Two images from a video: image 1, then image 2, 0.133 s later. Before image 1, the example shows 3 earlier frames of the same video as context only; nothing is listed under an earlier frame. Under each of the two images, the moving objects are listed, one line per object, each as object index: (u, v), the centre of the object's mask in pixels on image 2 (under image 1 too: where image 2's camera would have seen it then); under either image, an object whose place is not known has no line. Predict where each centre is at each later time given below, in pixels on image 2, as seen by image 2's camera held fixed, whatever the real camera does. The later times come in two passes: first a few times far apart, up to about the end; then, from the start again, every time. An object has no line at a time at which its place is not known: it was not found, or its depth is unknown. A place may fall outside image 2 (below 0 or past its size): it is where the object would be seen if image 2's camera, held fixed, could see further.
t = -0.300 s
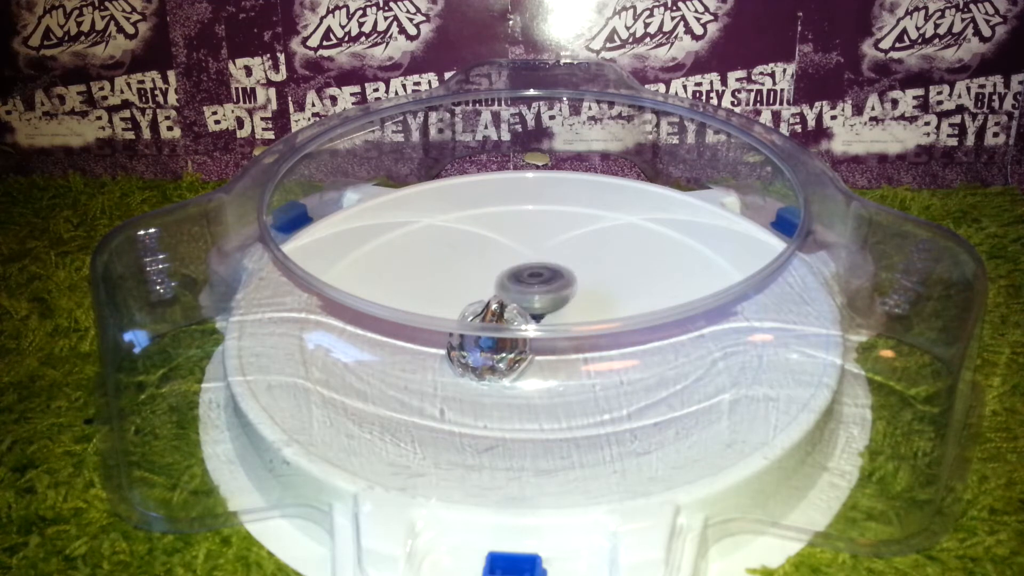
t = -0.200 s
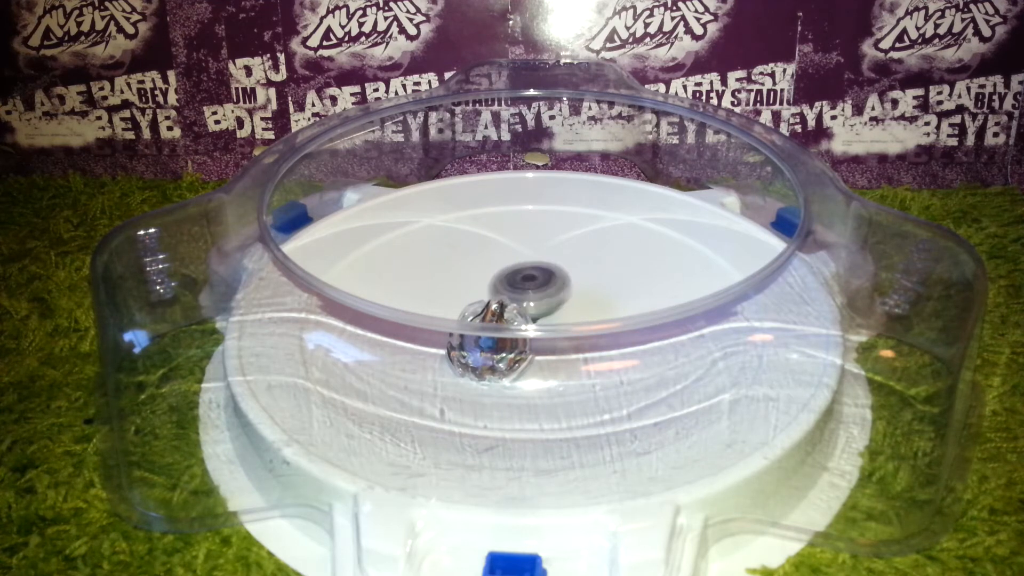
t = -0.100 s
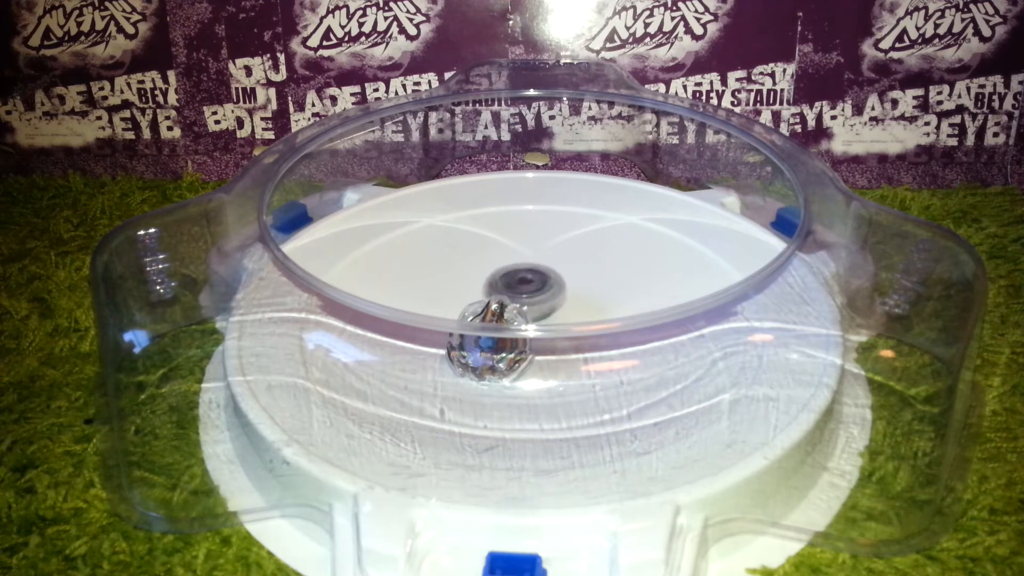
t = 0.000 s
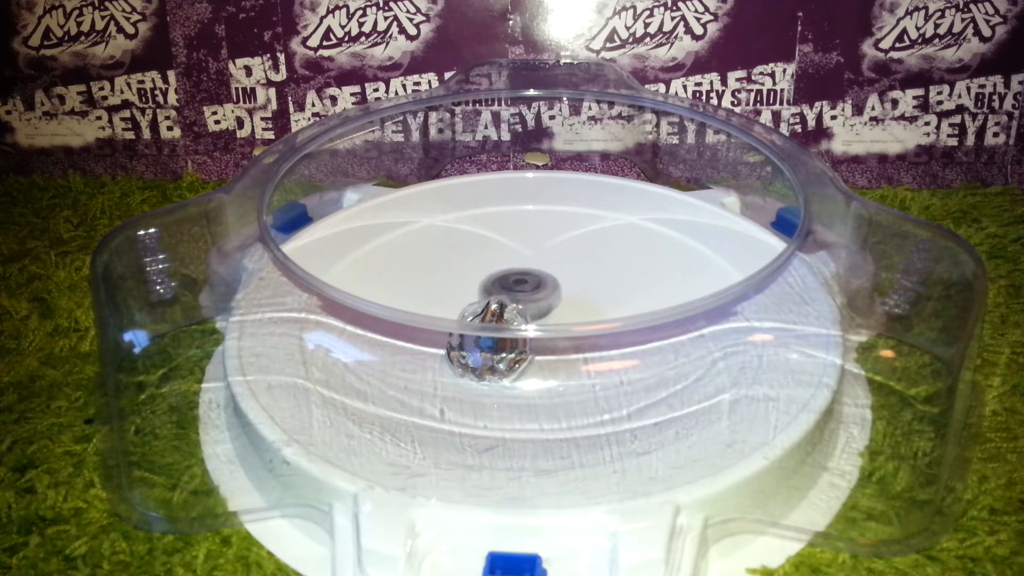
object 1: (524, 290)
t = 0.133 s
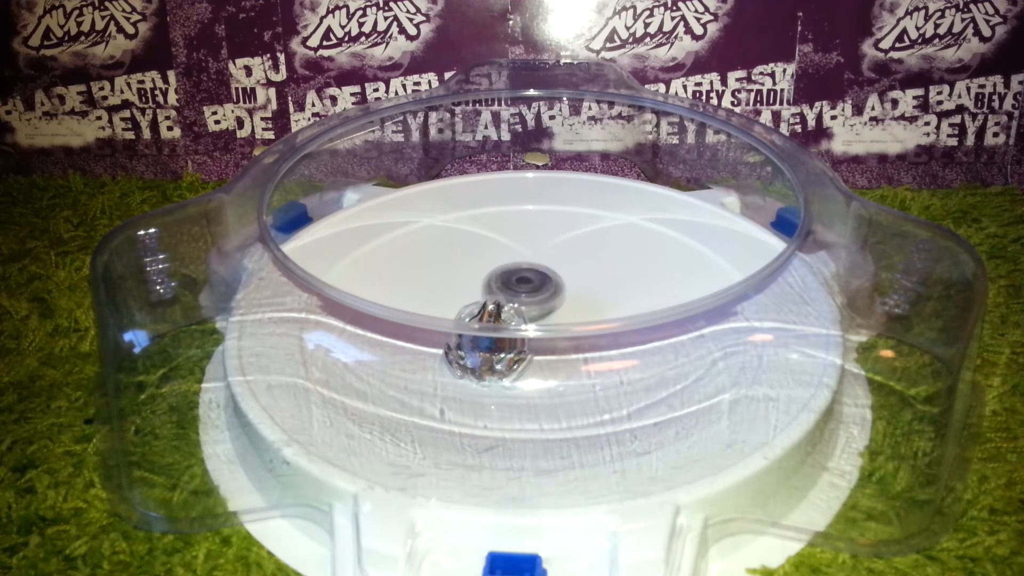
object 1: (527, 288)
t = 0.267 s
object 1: (532, 287)
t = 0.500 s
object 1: (537, 293)
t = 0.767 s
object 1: (541, 297)
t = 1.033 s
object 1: (544, 296)
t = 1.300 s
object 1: (539, 297)
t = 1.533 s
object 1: (553, 296)
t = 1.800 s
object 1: (546, 305)
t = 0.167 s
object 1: (528, 287)
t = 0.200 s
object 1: (530, 287)
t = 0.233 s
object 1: (531, 287)
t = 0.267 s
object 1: (532, 287)
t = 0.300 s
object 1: (532, 286)
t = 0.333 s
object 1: (533, 287)
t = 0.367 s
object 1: (535, 289)
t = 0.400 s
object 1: (536, 289)
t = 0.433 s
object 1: (536, 290)
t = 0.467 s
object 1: (537, 291)
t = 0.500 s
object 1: (537, 293)
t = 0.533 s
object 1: (537, 294)
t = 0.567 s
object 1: (537, 295)
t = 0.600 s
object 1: (536, 296)
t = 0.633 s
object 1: (536, 296)
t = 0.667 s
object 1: (537, 297)
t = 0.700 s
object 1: (538, 297)
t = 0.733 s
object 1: (539, 297)
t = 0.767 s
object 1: (541, 297)
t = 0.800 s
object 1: (542, 297)
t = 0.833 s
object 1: (543, 297)
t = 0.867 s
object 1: (543, 297)
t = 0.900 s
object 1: (544, 297)
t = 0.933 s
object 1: (544, 296)
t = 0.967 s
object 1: (543, 296)
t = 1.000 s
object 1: (544, 296)
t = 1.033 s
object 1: (544, 296)
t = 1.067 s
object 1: (543, 296)
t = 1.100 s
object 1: (542, 296)
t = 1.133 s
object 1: (542, 296)
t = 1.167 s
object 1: (542, 297)
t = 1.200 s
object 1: (541, 297)
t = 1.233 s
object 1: (541, 297)
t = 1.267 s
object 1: (540, 297)
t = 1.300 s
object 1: (539, 297)
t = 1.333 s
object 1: (538, 298)
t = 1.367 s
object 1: (536, 299)
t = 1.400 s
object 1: (537, 299)
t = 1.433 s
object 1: (540, 300)
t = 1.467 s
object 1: (546, 299)
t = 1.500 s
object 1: (550, 296)
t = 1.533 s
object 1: (553, 296)
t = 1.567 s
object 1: (555, 297)
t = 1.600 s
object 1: (554, 296)
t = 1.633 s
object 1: (553, 296)
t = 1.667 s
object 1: (551, 299)
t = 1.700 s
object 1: (549, 299)
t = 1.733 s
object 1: (548, 301)
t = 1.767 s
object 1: (547, 303)
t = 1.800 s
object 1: (546, 305)
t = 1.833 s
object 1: (547, 305)
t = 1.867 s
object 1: (549, 306)
